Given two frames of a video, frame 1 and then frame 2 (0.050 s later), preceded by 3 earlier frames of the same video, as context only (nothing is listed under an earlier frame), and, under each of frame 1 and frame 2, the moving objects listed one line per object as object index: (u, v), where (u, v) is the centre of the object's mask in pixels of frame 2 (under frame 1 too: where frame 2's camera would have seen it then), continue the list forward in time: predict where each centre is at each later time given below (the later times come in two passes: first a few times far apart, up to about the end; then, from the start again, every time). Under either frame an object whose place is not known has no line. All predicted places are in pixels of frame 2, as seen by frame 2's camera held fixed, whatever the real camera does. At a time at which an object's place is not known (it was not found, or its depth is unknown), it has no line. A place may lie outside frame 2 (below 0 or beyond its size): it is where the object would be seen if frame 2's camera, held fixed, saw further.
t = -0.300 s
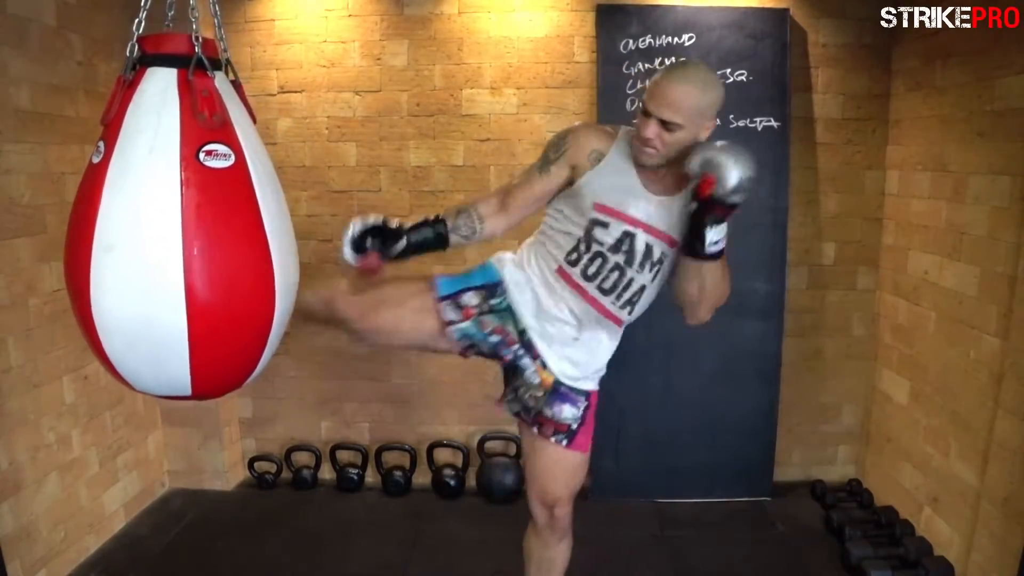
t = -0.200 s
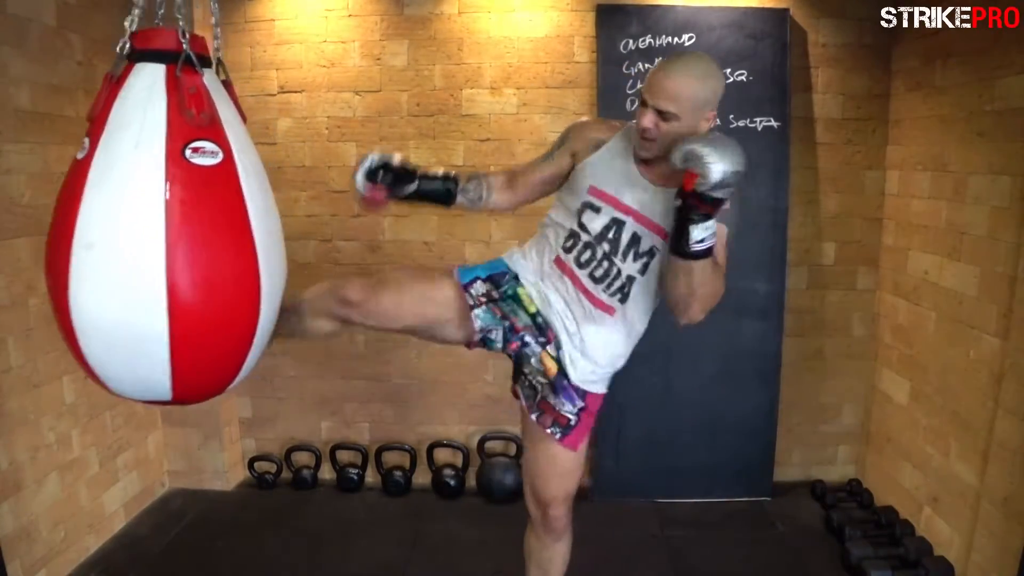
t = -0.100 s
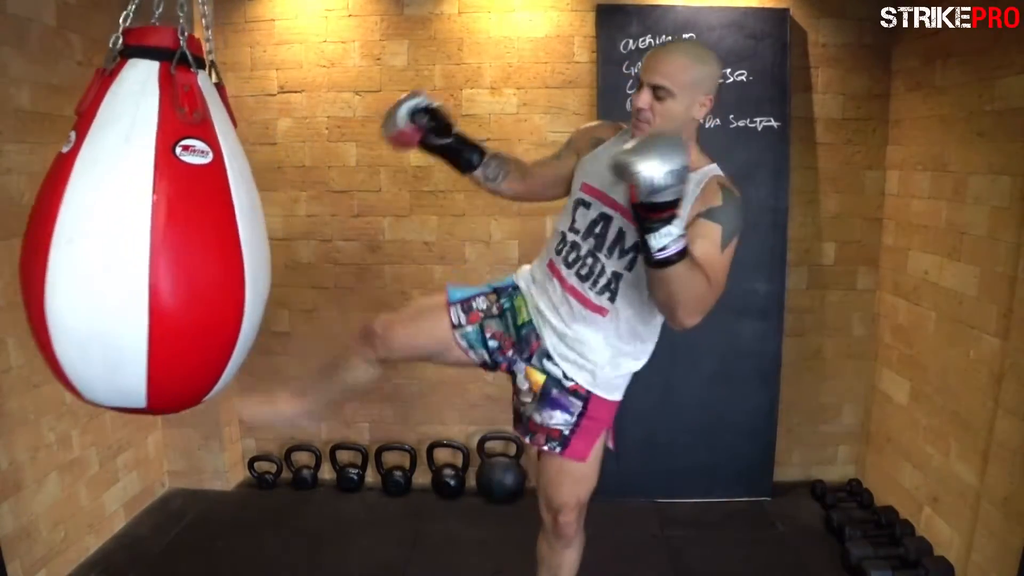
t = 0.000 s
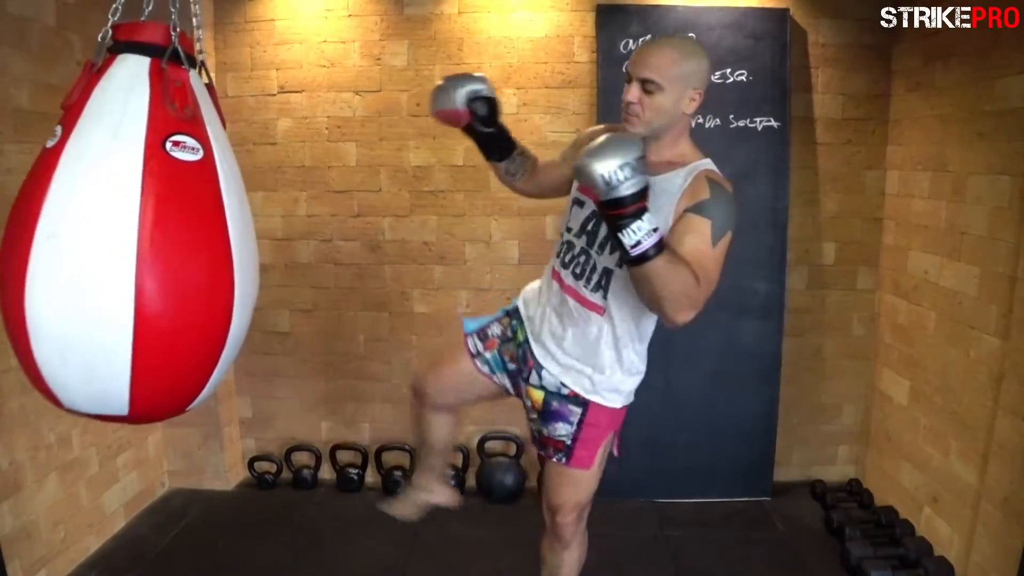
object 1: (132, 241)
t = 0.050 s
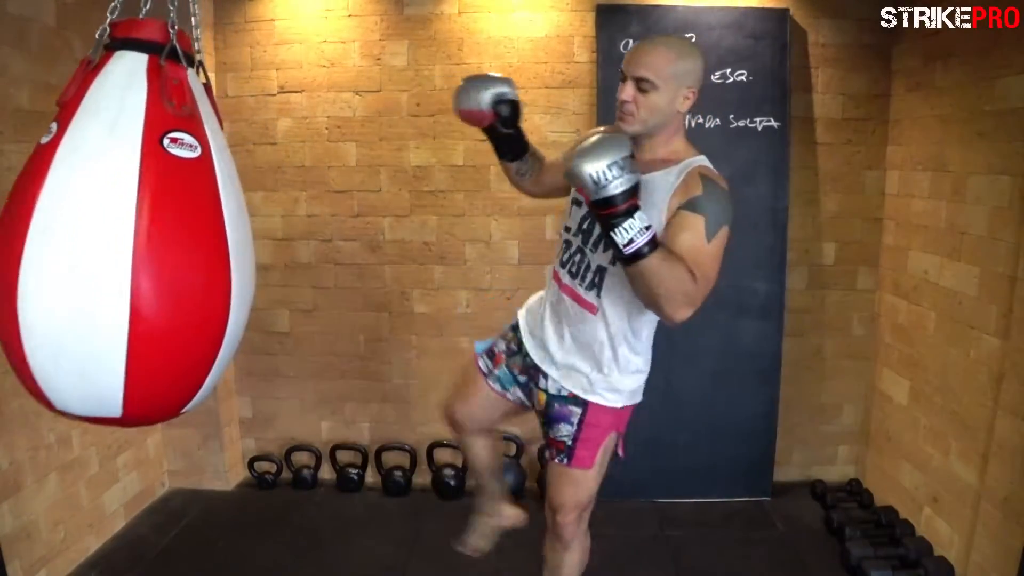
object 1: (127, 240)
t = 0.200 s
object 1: (123, 243)
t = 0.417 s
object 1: (140, 246)
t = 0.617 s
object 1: (184, 247)
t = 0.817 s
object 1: (229, 240)
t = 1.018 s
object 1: (256, 231)
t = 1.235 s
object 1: (260, 224)
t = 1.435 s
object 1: (242, 223)
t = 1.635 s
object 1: (210, 229)
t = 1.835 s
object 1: (171, 237)
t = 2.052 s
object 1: (135, 243)
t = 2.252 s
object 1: (127, 245)
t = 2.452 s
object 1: (142, 248)
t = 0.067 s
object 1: (127, 241)
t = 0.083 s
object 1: (126, 242)
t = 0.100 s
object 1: (125, 241)
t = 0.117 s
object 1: (125, 242)
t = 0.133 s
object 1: (124, 241)
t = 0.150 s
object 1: (124, 242)
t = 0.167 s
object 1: (124, 242)
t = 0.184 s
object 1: (124, 243)
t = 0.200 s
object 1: (123, 243)
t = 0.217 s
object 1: (123, 243)
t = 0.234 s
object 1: (124, 243)
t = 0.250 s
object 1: (125, 243)
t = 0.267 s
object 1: (126, 244)
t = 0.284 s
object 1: (127, 245)
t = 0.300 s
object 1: (127, 245)
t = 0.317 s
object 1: (128, 245)
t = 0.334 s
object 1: (130, 245)
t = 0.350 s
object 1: (132, 246)
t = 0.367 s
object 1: (133, 246)
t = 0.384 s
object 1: (136, 247)
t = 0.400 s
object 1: (137, 246)
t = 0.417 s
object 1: (140, 246)
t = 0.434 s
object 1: (142, 247)
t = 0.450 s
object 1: (146, 247)
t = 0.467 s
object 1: (149, 247)
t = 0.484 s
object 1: (152, 247)
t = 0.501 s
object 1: (157, 248)
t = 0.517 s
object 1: (160, 248)
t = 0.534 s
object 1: (164, 248)
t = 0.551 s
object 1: (168, 247)
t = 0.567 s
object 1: (172, 247)
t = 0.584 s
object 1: (176, 248)
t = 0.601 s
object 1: (180, 247)
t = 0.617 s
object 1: (184, 247)
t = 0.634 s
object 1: (188, 246)
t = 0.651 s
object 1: (192, 246)
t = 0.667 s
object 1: (197, 246)
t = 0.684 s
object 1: (200, 245)
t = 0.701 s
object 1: (204, 245)
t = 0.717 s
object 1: (207, 244)
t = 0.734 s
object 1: (211, 244)
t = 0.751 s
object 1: (215, 243)
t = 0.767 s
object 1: (219, 243)
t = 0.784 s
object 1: (223, 242)
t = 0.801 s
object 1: (226, 241)
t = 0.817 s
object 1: (229, 240)
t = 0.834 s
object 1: (232, 239)
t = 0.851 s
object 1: (235, 239)
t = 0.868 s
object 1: (237, 238)
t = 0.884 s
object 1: (241, 237)
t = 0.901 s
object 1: (243, 237)
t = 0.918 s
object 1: (245, 236)
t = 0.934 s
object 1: (248, 235)
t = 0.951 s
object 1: (250, 234)
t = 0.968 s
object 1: (252, 234)
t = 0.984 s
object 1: (254, 233)
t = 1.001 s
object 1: (255, 232)
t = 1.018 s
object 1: (256, 231)
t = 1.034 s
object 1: (258, 230)
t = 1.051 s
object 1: (258, 230)
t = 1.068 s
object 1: (260, 229)
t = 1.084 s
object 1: (261, 229)
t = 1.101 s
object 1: (261, 228)
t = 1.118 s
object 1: (262, 227)
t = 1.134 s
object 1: (262, 227)
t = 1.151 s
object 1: (262, 226)
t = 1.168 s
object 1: (262, 226)
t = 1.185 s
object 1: (262, 225)
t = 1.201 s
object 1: (261, 225)
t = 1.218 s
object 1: (261, 224)
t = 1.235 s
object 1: (260, 224)
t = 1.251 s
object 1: (260, 224)
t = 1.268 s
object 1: (259, 224)
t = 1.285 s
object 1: (258, 224)
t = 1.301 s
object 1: (256, 223)
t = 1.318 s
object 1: (255, 223)
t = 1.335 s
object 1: (254, 223)
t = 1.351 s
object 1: (251, 223)
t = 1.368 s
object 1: (250, 223)
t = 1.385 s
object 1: (248, 223)
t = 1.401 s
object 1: (246, 223)
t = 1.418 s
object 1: (244, 223)
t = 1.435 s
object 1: (242, 223)
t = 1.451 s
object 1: (240, 224)
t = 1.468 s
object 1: (238, 224)
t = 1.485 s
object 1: (235, 225)
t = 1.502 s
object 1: (233, 225)
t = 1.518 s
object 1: (230, 225)
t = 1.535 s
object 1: (227, 226)
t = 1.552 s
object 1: (224, 226)
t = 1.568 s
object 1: (222, 227)
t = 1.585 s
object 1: (219, 227)
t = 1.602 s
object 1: (216, 228)
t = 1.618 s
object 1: (213, 229)
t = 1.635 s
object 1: (210, 229)
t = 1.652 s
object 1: (207, 230)
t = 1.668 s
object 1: (203, 230)
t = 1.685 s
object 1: (200, 231)
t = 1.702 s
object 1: (197, 231)
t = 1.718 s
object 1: (194, 233)
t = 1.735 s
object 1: (191, 233)
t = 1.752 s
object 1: (187, 234)
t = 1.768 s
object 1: (184, 234)
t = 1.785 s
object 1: (181, 235)
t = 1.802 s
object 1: (178, 236)
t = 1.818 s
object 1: (174, 236)
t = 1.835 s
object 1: (171, 237)
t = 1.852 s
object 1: (168, 238)
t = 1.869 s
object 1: (164, 238)
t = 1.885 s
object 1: (161, 239)
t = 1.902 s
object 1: (158, 239)
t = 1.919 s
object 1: (155, 239)
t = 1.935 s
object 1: (152, 240)
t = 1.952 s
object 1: (149, 241)
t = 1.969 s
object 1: (147, 242)
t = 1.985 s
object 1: (145, 242)
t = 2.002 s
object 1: (142, 243)
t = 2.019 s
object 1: (140, 243)
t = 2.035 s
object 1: (137, 243)
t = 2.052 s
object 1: (135, 243)
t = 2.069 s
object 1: (134, 243)
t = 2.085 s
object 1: (132, 244)
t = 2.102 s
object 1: (131, 244)
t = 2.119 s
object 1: (130, 245)
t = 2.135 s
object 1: (130, 245)
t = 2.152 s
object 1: (129, 245)
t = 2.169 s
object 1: (128, 244)
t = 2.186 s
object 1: (128, 245)
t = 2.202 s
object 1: (127, 244)
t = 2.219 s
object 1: (127, 244)
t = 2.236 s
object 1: (127, 245)
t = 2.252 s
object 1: (127, 245)
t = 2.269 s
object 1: (128, 245)
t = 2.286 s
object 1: (128, 245)
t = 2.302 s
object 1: (129, 245)
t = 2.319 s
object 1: (130, 245)
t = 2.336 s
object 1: (131, 246)
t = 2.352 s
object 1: (132, 246)
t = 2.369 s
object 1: (133, 246)
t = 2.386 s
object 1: (135, 246)
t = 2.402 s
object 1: (136, 246)
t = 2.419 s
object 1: (138, 247)
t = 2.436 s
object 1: (139, 247)
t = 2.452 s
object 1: (142, 248)
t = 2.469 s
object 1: (144, 247)
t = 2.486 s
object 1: (146, 247)
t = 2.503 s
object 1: (149, 248)
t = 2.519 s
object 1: (153, 248)
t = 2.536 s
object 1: (156, 248)
